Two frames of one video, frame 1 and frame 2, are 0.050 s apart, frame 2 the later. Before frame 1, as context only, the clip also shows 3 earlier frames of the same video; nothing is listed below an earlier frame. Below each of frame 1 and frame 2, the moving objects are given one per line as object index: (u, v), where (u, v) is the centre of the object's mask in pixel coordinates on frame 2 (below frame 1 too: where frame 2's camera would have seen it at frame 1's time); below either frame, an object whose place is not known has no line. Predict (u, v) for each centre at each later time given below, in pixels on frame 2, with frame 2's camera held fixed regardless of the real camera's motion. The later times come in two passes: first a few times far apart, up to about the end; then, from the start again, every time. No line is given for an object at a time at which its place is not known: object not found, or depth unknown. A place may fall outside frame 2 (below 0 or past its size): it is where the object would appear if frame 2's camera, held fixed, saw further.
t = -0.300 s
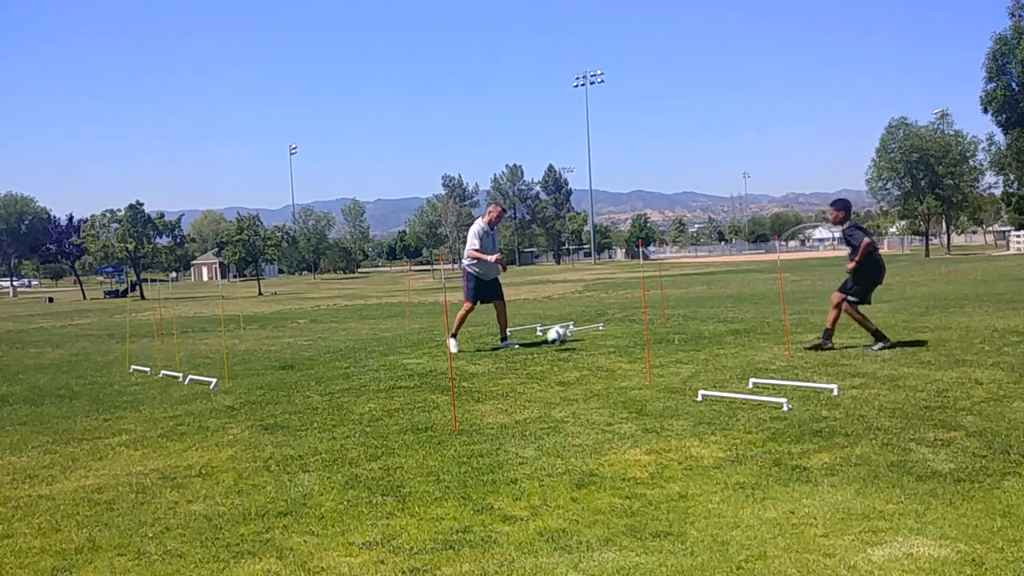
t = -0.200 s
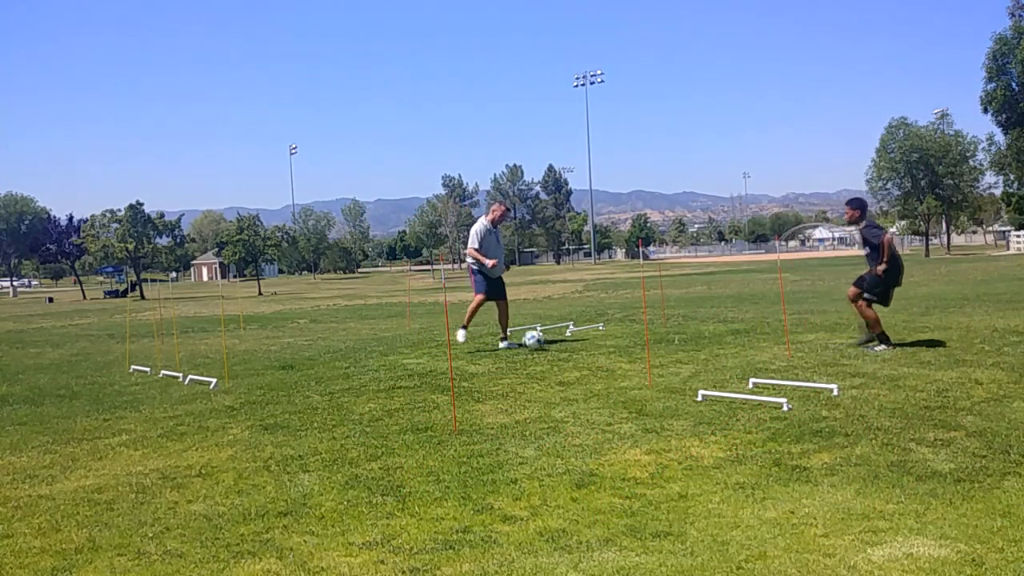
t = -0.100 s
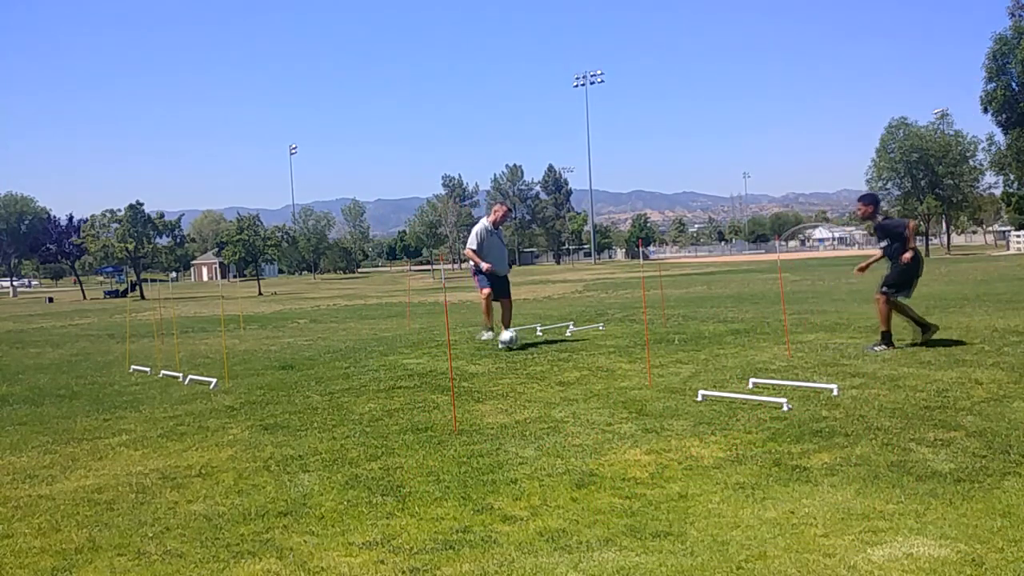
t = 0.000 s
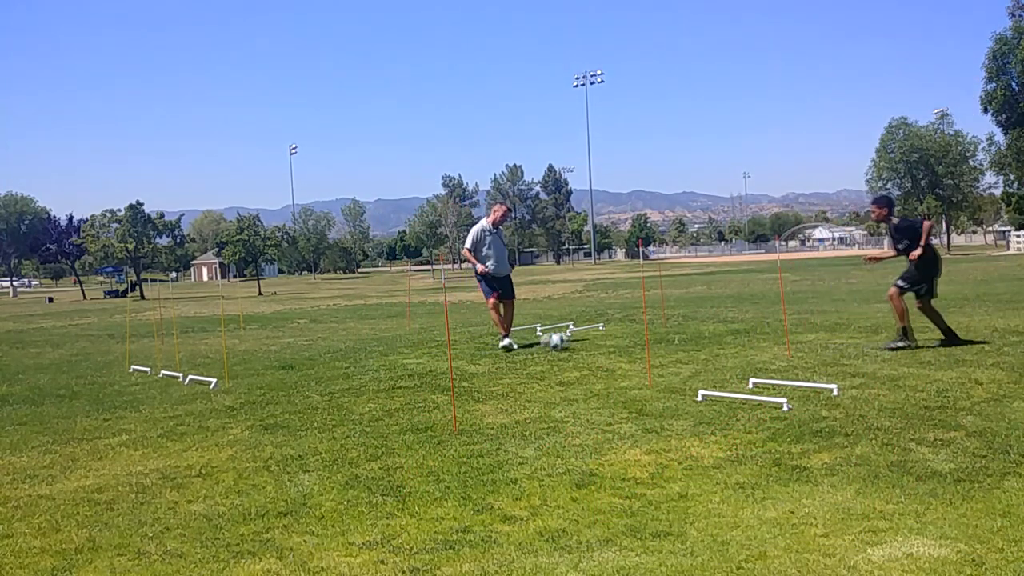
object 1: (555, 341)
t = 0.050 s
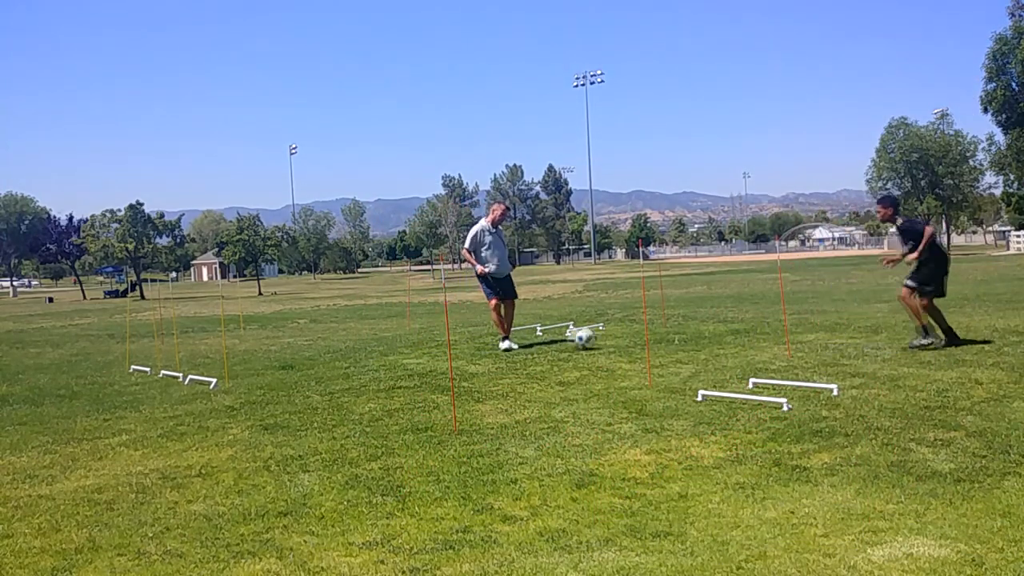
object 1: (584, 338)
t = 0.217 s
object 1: (672, 338)
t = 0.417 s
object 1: (770, 338)
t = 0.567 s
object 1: (834, 335)
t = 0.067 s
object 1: (591, 337)
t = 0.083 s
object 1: (600, 336)
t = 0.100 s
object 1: (608, 336)
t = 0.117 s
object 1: (617, 335)
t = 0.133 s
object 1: (626, 334)
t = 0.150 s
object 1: (634, 335)
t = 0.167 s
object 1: (644, 336)
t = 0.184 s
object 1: (653, 336)
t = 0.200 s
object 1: (663, 338)
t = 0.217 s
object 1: (672, 338)
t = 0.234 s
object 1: (681, 339)
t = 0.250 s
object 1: (689, 339)
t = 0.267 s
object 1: (697, 338)
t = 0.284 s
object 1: (704, 337)
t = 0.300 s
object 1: (710, 336)
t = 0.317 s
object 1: (717, 335)
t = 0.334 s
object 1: (726, 334)
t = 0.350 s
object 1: (737, 335)
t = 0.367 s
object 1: (748, 334)
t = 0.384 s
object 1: (757, 336)
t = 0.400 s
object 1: (763, 337)
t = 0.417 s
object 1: (770, 338)
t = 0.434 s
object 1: (779, 338)
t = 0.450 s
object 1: (787, 339)
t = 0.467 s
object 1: (794, 338)
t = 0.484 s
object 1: (800, 337)
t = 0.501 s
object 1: (807, 336)
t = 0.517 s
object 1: (816, 336)
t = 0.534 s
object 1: (821, 336)
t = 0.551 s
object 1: (829, 335)
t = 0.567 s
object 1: (834, 335)
